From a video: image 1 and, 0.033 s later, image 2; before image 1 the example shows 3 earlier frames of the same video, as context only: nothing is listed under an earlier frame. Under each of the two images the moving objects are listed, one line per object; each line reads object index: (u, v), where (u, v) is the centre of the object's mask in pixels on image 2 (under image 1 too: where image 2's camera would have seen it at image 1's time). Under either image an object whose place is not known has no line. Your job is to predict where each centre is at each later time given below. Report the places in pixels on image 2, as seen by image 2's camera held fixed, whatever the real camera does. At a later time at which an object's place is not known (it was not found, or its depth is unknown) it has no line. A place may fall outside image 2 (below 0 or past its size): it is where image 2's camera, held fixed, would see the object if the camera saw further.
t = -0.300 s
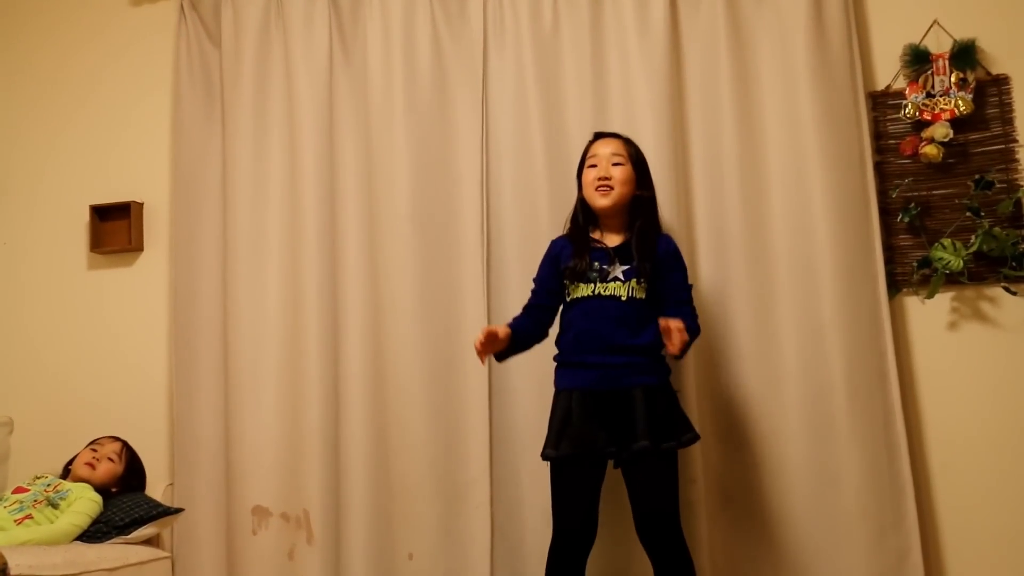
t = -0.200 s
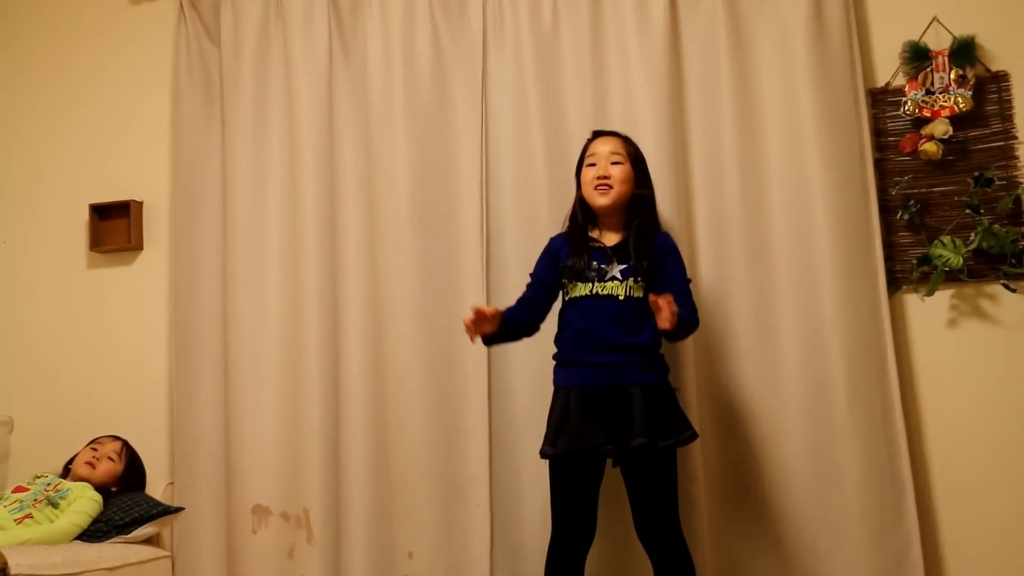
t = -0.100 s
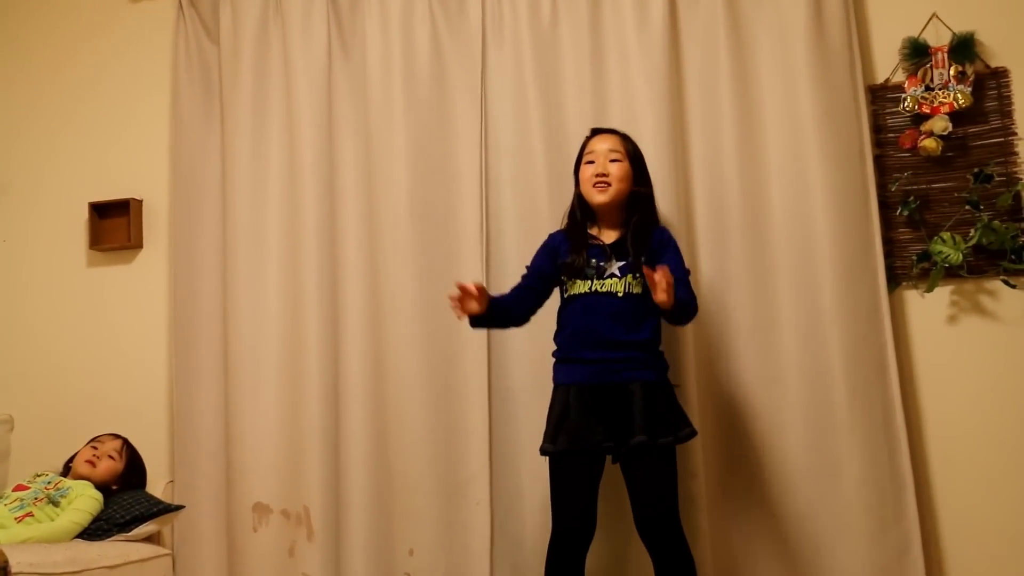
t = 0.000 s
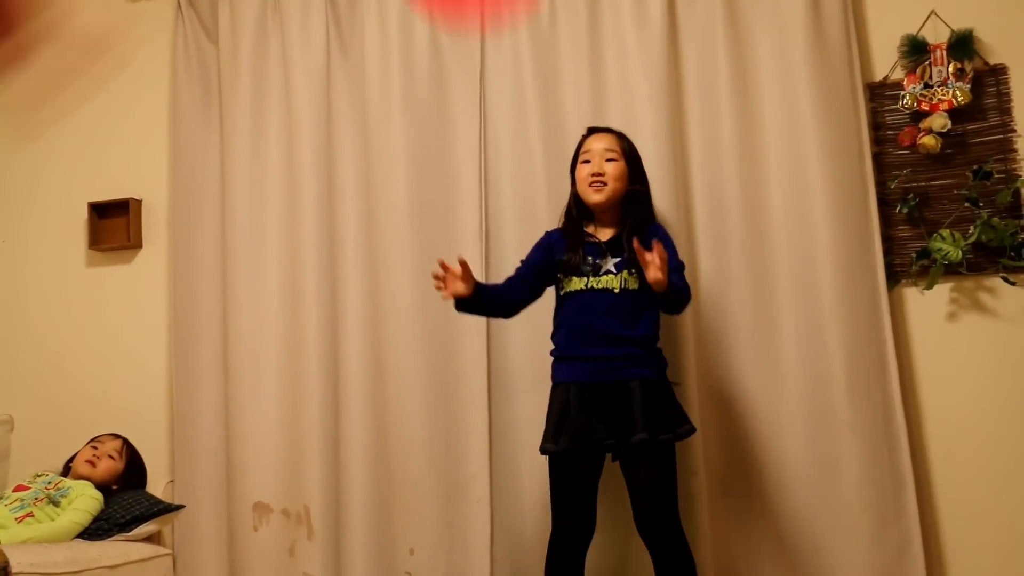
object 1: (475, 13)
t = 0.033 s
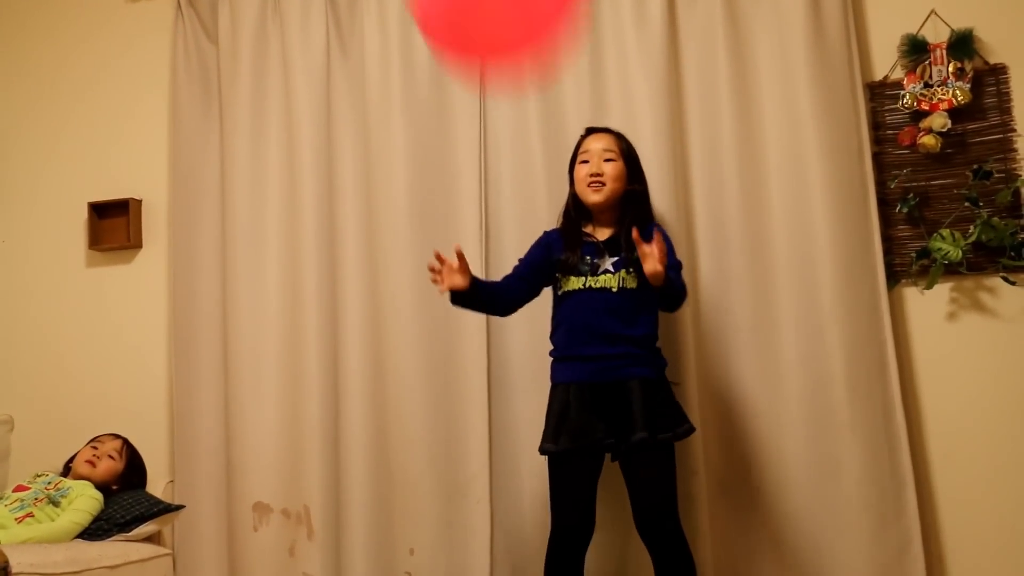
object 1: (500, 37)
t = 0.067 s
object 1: (522, 65)
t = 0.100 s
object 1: (540, 104)
